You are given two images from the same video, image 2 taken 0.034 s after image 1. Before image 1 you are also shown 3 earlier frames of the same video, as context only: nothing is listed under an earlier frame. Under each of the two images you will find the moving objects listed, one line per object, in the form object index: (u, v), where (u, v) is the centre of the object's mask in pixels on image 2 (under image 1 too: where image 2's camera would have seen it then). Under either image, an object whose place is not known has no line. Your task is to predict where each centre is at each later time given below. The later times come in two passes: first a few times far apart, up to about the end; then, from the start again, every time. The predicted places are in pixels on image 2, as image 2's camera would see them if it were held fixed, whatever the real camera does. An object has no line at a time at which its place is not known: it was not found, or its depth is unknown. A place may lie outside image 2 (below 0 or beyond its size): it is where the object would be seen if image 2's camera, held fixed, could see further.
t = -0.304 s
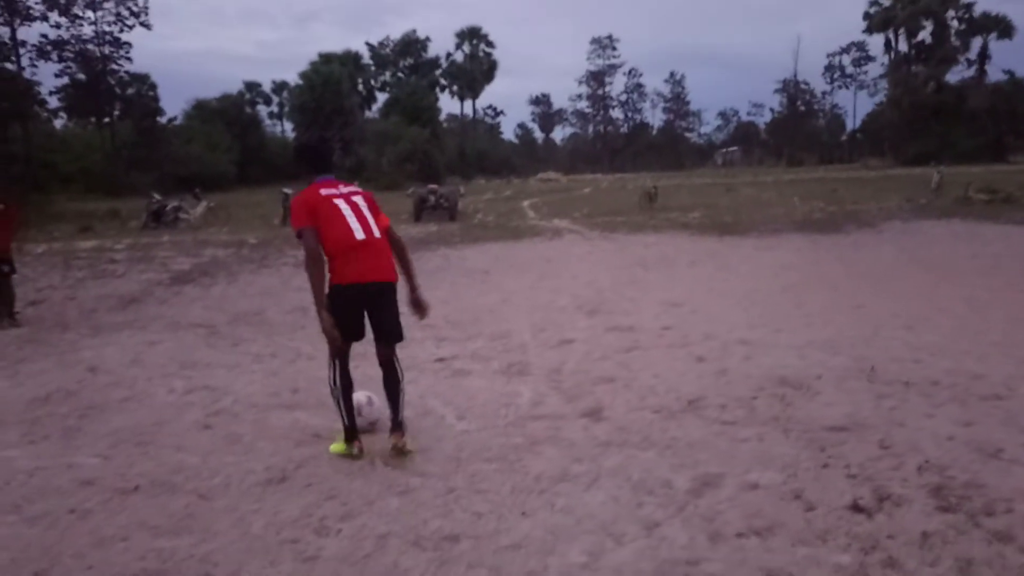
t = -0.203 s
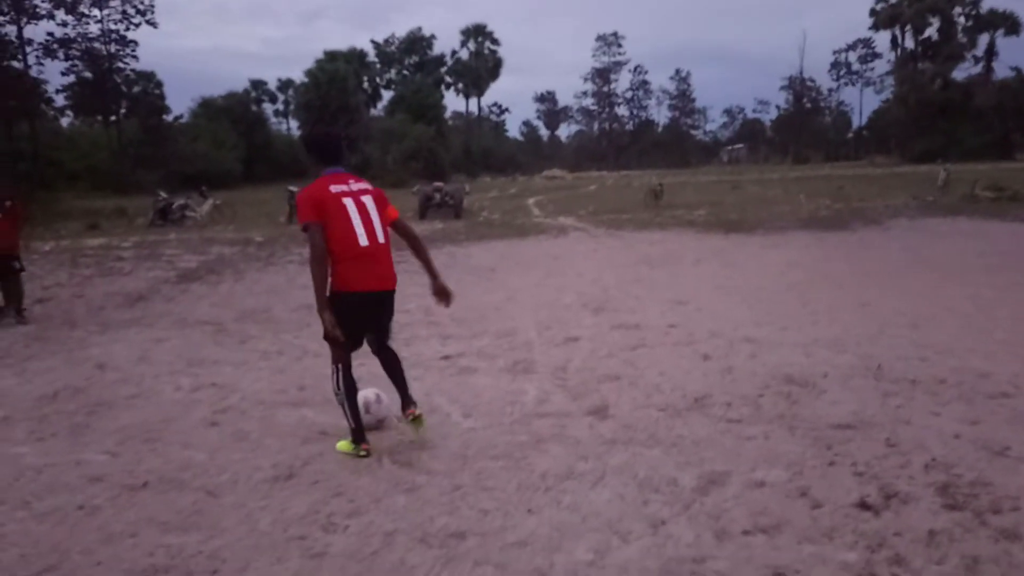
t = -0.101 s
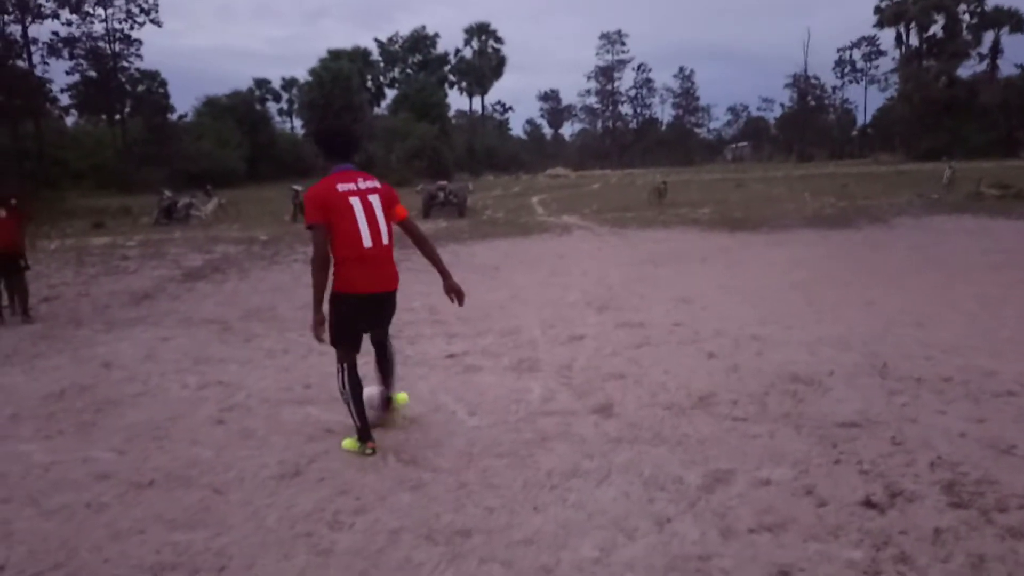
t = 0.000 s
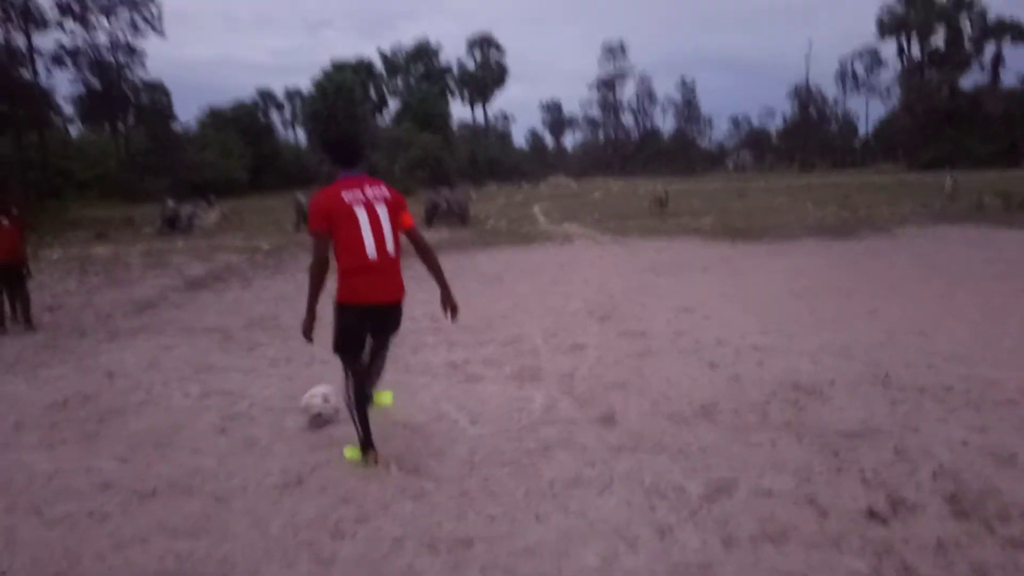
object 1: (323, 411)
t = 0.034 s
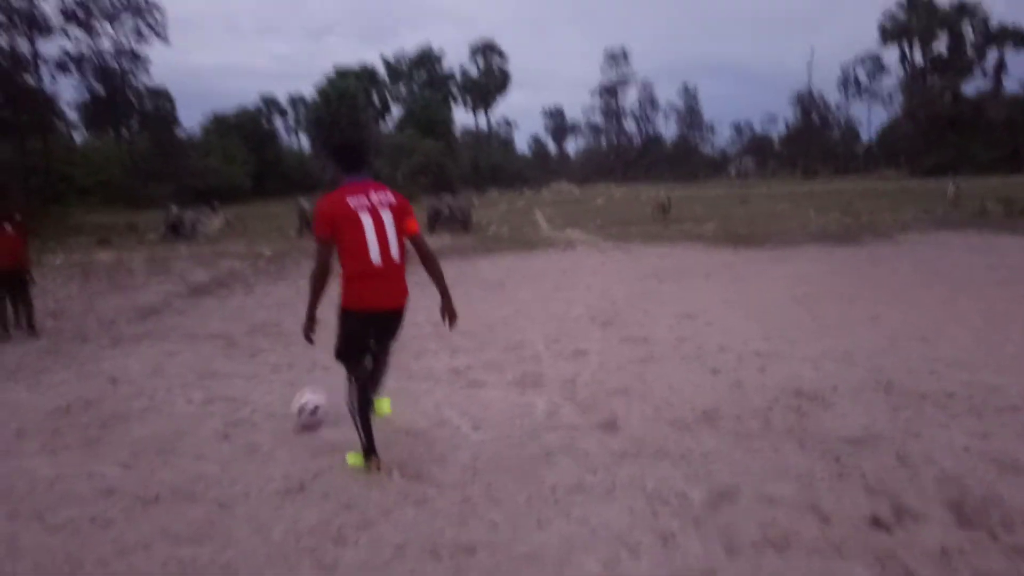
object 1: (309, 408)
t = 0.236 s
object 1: (238, 397)
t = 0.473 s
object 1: (177, 384)
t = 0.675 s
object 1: (139, 375)
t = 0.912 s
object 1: (100, 368)
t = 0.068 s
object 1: (296, 406)
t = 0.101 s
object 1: (283, 406)
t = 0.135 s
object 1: (271, 402)
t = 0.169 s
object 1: (260, 401)
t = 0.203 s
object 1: (248, 398)
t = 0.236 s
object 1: (238, 397)
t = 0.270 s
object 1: (227, 397)
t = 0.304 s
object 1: (219, 394)
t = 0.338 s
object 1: (209, 392)
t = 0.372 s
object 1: (200, 390)
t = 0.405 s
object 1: (192, 388)
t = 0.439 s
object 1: (184, 387)
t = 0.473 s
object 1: (177, 384)
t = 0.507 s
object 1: (170, 378)
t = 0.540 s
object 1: (163, 377)
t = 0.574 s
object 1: (157, 376)
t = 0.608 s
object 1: (151, 377)
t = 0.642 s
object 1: (146, 378)
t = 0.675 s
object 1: (139, 375)
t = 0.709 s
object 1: (131, 369)
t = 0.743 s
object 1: (126, 366)
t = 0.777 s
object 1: (119, 365)
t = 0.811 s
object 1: (115, 363)
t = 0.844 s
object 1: (108, 365)
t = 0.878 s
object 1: (104, 369)
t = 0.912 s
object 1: (100, 368)
